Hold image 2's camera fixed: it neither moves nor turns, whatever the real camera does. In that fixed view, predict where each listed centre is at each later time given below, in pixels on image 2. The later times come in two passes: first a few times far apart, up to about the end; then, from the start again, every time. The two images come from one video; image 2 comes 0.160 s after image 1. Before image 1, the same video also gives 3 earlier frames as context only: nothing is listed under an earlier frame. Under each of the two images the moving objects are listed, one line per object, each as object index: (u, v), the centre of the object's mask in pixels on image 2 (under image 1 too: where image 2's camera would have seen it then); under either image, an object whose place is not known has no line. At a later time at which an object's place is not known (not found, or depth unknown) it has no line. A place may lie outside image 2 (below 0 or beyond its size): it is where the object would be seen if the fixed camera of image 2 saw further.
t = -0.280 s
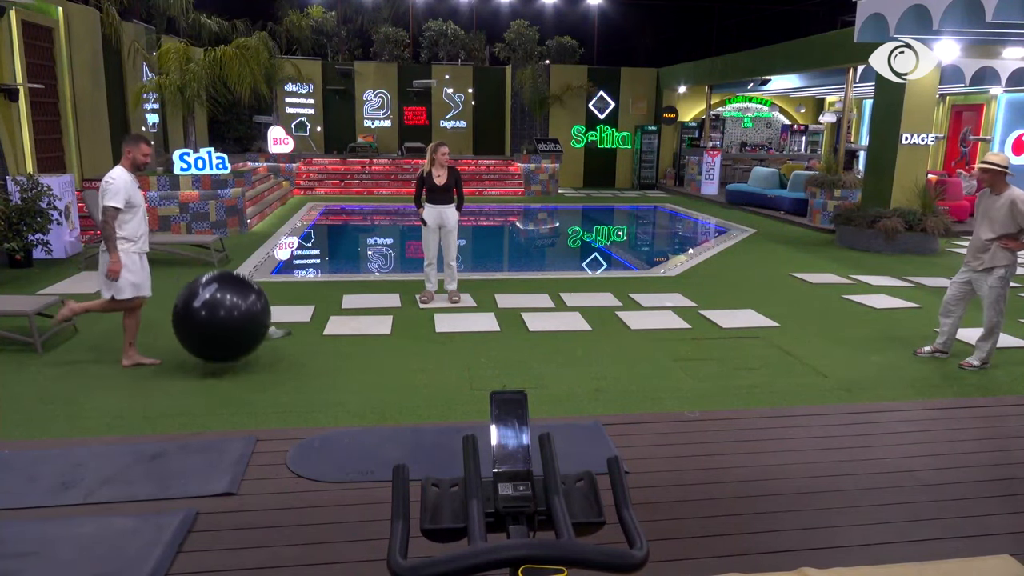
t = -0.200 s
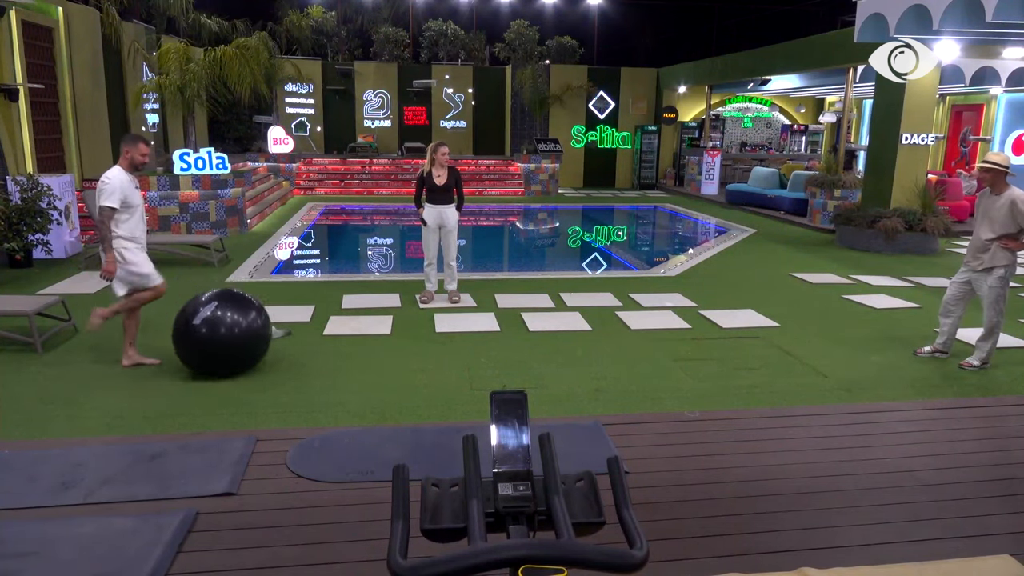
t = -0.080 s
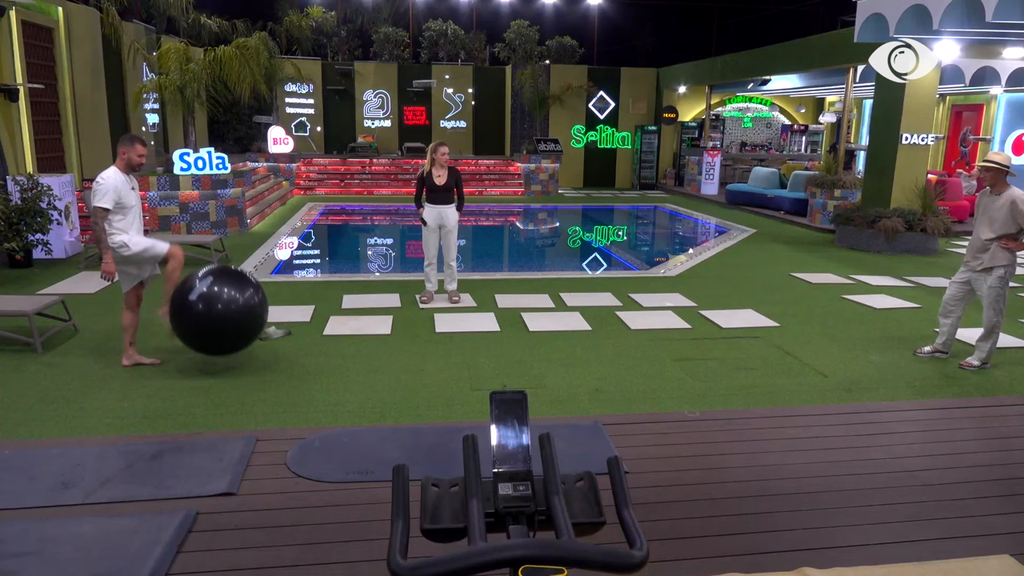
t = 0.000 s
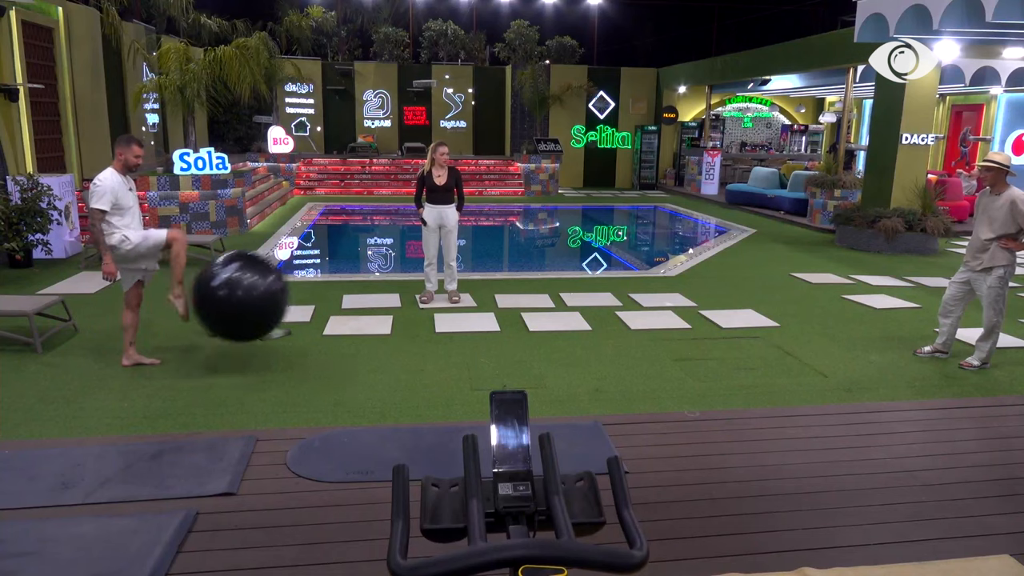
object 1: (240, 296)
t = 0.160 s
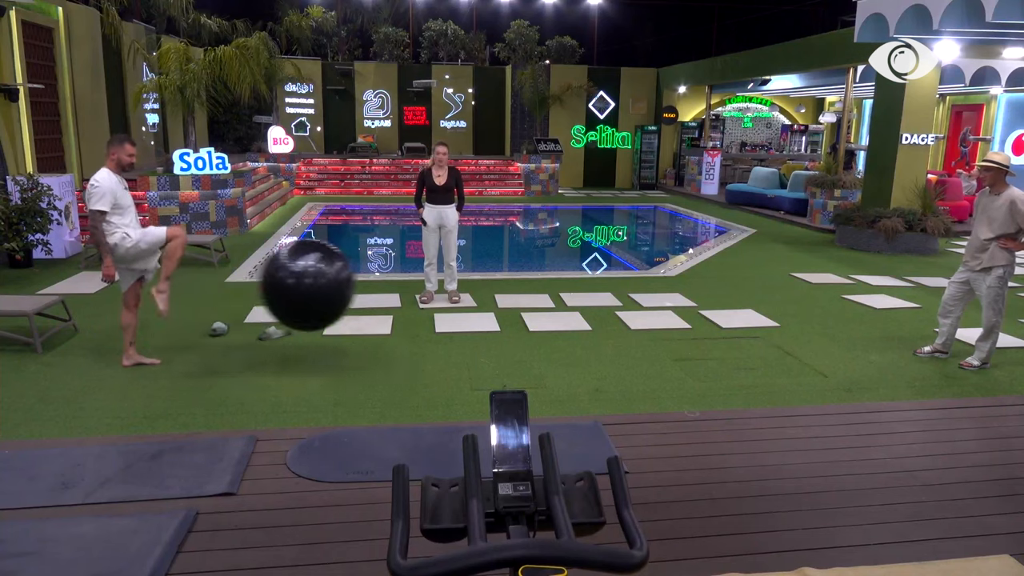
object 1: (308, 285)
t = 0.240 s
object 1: (341, 289)
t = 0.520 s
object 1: (448, 331)
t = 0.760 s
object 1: (515, 294)
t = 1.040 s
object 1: (593, 326)
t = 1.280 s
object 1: (658, 309)
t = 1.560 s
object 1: (727, 326)
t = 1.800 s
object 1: (784, 315)
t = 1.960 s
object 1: (821, 314)
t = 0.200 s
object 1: (324, 286)
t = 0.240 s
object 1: (341, 289)
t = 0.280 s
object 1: (358, 294)
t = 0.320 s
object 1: (375, 300)
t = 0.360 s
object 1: (392, 309)
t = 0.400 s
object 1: (408, 318)
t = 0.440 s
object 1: (425, 331)
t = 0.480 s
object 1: (437, 338)
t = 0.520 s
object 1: (448, 331)
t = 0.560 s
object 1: (459, 319)
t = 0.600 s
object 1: (471, 311)
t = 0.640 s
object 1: (482, 304)
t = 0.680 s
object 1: (493, 300)
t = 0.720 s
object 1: (505, 296)
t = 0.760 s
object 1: (515, 294)
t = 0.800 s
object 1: (527, 293)
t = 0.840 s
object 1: (538, 295)
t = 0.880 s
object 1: (549, 297)
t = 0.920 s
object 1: (560, 302)
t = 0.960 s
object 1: (572, 308)
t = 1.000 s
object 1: (583, 316)
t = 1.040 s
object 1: (593, 326)
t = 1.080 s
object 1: (604, 337)
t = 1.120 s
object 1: (614, 338)
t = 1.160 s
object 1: (625, 327)
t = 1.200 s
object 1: (636, 320)
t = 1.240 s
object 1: (648, 313)
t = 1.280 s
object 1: (658, 309)
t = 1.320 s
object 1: (669, 307)
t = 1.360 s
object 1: (679, 306)
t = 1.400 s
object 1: (690, 307)
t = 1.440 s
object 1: (700, 309)
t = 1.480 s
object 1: (709, 313)
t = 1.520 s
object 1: (719, 319)
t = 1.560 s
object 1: (727, 326)
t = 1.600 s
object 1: (736, 335)
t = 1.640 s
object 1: (745, 338)
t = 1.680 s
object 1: (755, 332)
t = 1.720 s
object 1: (765, 324)
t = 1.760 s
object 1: (775, 319)
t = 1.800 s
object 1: (784, 315)
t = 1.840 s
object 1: (793, 312)
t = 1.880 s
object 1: (803, 311)
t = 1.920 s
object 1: (812, 312)
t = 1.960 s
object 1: (821, 314)
